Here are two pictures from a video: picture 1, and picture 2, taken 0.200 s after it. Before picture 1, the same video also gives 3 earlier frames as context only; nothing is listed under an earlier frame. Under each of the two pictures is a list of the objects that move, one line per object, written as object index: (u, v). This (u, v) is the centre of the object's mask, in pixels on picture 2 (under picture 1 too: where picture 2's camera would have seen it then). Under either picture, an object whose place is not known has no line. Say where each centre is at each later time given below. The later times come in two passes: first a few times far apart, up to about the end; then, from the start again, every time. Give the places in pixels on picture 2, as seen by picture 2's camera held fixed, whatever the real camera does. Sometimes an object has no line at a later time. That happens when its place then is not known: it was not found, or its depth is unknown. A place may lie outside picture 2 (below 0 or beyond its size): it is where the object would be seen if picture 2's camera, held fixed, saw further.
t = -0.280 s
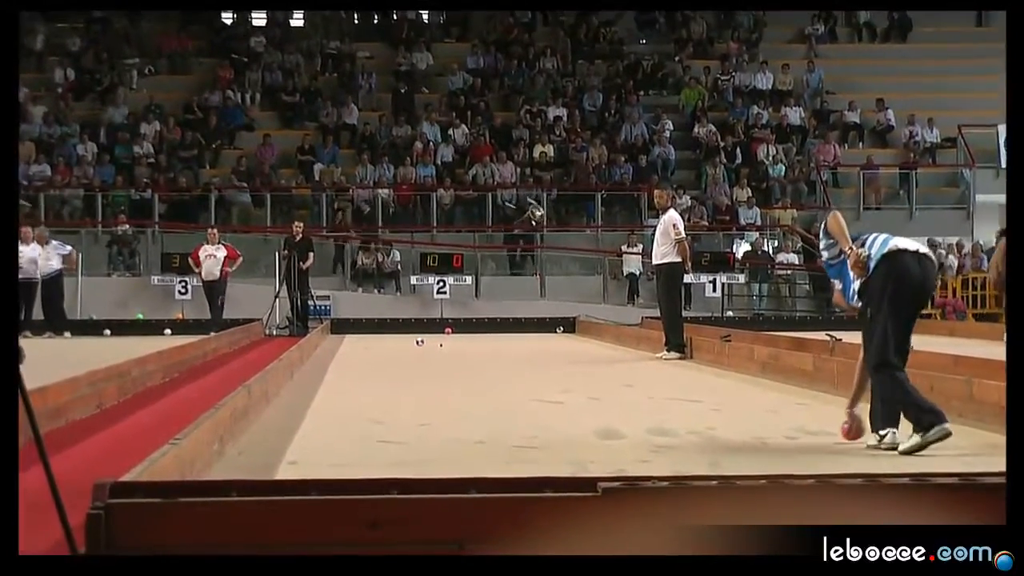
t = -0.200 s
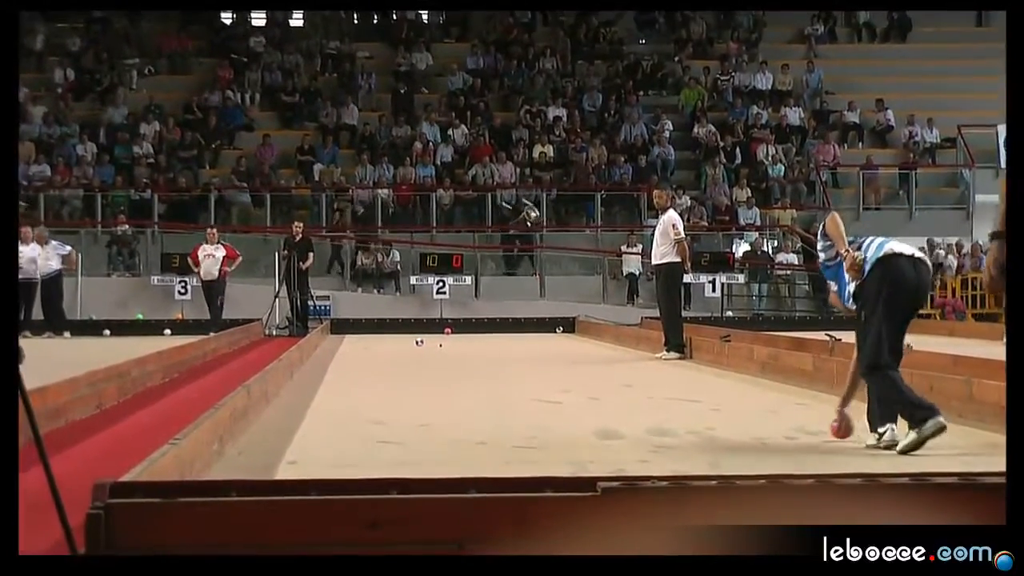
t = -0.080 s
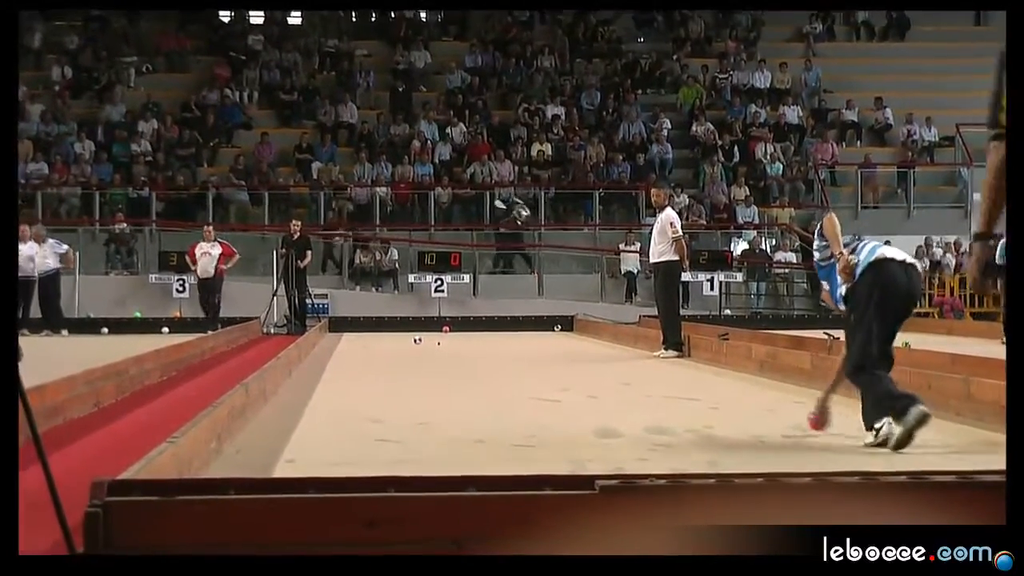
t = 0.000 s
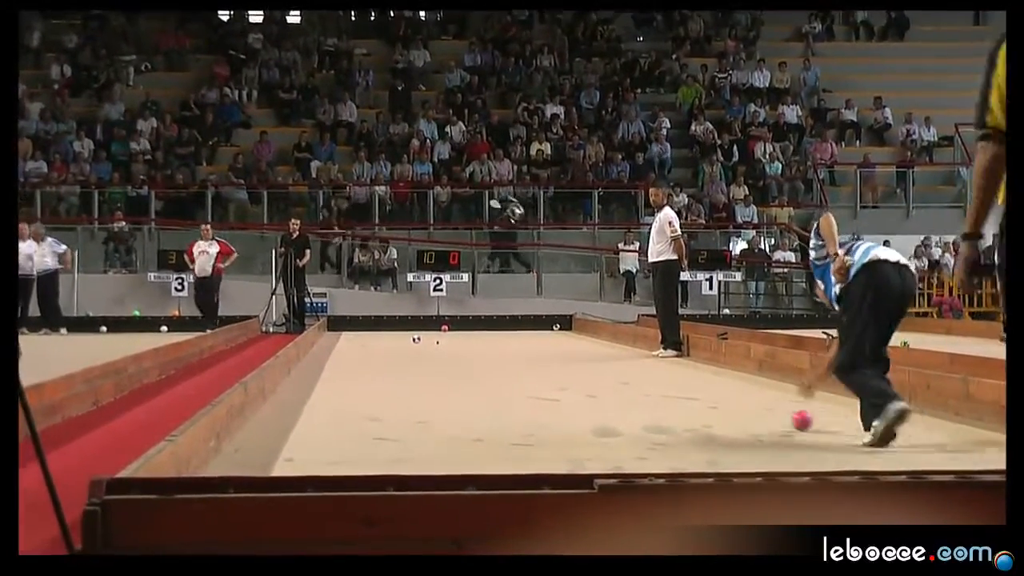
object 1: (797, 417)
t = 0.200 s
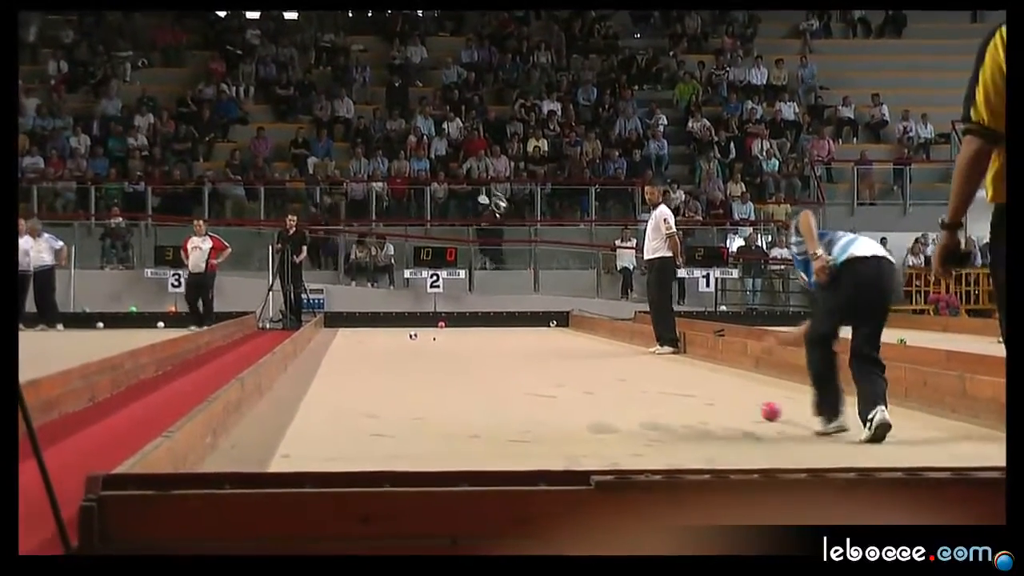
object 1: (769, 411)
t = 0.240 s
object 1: (765, 410)
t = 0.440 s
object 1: (741, 405)
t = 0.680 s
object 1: (714, 399)
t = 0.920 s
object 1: (691, 395)
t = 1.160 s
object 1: (670, 390)
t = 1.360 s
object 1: (656, 387)
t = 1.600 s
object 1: (639, 381)
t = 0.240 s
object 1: (765, 410)
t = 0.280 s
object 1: (760, 409)
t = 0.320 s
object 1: (755, 408)
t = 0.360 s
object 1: (750, 407)
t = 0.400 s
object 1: (746, 406)
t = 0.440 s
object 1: (741, 405)
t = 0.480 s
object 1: (737, 404)
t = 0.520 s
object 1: (732, 403)
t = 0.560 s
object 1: (728, 402)
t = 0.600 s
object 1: (723, 402)
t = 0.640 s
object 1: (719, 400)
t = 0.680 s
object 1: (714, 399)
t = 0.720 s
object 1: (710, 399)
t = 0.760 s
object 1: (707, 398)
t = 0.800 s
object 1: (703, 397)
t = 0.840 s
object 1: (699, 396)
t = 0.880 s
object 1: (695, 395)
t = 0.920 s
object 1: (691, 395)
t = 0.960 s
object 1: (688, 394)
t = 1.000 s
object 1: (685, 393)
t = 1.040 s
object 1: (681, 393)
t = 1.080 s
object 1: (677, 392)
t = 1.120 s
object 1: (674, 391)
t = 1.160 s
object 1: (670, 390)
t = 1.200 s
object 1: (667, 390)
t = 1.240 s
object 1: (664, 389)
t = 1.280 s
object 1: (661, 388)
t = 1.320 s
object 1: (658, 387)
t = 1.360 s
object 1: (656, 387)
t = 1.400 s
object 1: (653, 386)
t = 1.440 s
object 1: (650, 385)
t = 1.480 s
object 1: (648, 385)
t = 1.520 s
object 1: (645, 384)
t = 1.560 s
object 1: (643, 383)
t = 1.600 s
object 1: (639, 381)
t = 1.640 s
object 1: (637, 379)
